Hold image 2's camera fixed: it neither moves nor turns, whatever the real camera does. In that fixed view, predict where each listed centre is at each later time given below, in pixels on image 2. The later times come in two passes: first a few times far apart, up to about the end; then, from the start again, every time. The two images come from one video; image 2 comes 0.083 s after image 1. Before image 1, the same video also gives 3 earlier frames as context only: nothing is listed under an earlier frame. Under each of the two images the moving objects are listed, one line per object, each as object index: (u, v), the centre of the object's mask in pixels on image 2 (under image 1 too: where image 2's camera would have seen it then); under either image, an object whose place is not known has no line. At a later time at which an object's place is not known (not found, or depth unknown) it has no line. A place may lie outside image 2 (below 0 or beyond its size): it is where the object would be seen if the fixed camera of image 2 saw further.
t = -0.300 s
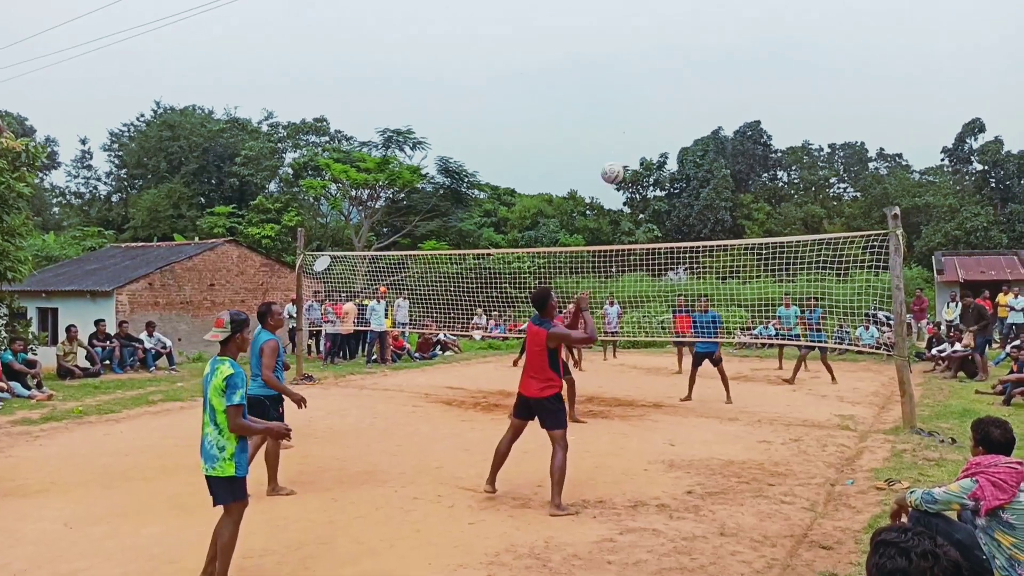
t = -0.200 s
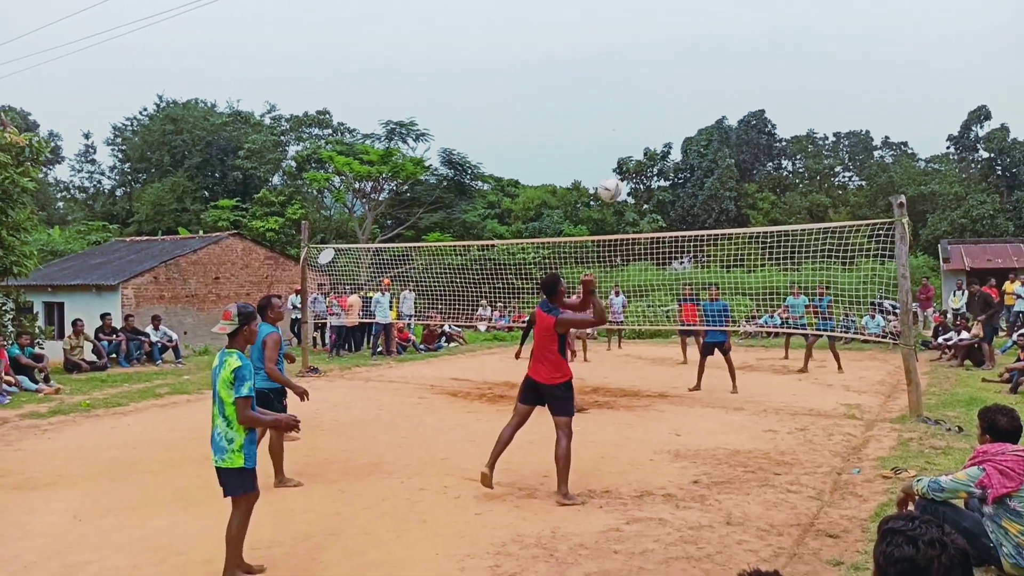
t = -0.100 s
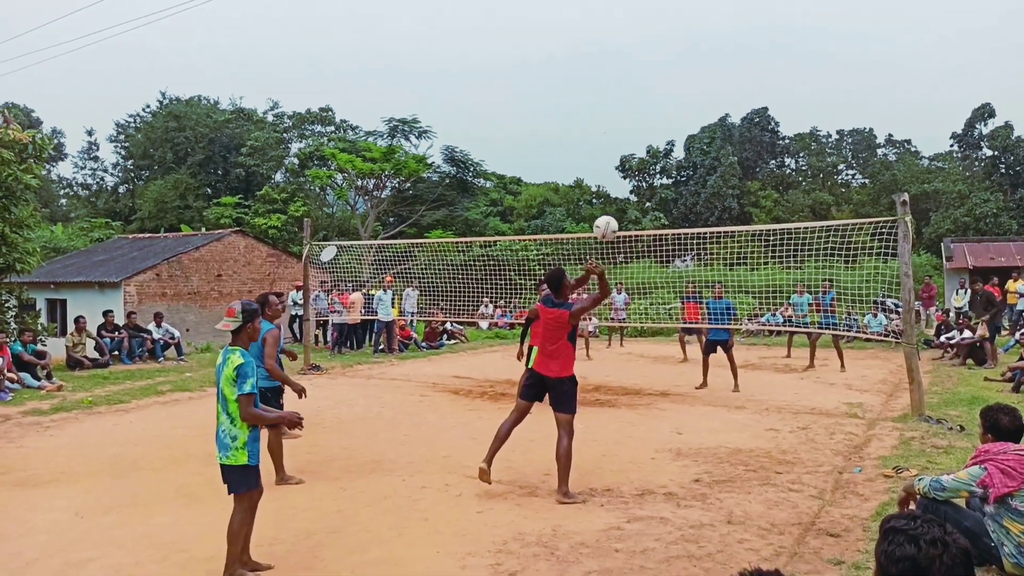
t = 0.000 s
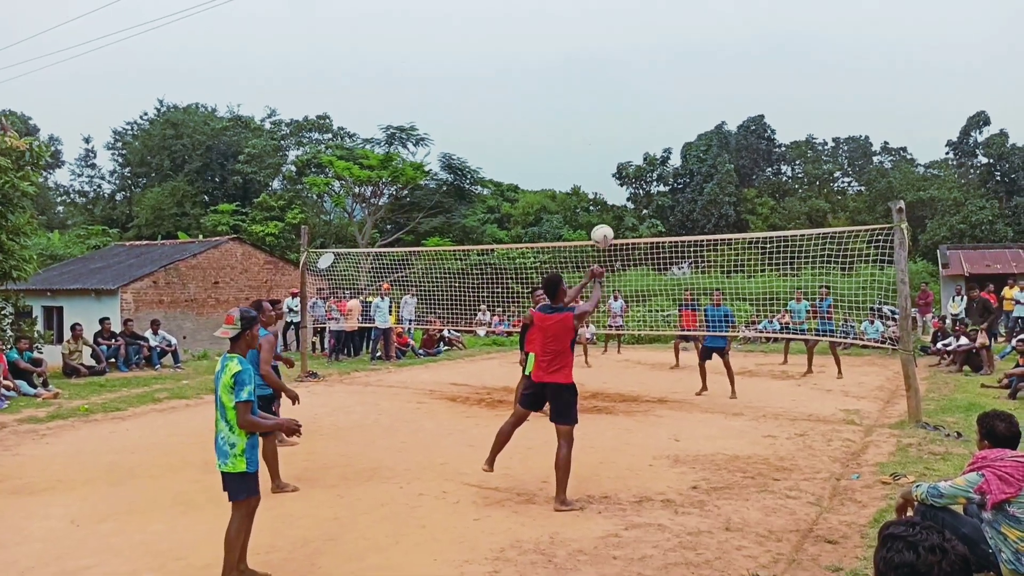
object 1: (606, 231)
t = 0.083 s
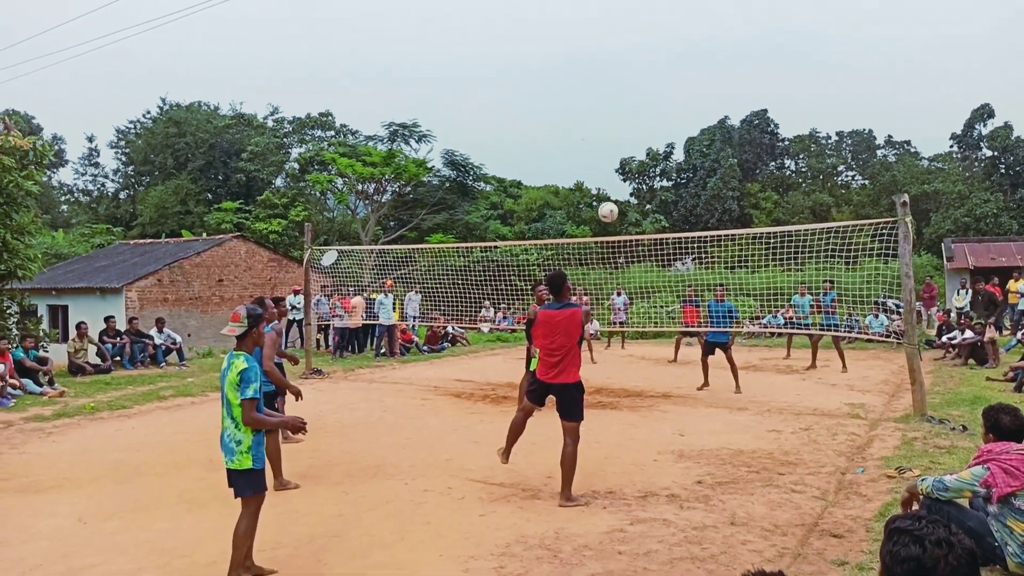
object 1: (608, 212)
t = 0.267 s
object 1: (614, 201)
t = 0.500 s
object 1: (617, 222)
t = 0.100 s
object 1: (608, 209)
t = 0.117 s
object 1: (609, 207)
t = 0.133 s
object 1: (609, 205)
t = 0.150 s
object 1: (610, 204)
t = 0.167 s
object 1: (610, 203)
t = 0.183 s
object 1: (611, 202)
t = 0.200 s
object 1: (611, 201)
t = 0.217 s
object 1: (612, 201)
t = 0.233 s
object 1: (613, 201)
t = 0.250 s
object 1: (613, 201)
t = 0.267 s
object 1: (614, 201)
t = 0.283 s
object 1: (615, 201)
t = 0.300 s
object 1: (615, 202)
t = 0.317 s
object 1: (615, 203)
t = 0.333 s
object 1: (616, 203)
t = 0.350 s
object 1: (616, 205)
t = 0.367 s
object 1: (616, 206)
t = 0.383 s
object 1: (617, 208)
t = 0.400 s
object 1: (617, 209)
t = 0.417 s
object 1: (617, 211)
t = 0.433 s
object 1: (617, 213)
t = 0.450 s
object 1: (617, 215)
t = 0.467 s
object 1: (617, 217)
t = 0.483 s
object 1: (617, 220)
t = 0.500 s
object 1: (617, 222)
